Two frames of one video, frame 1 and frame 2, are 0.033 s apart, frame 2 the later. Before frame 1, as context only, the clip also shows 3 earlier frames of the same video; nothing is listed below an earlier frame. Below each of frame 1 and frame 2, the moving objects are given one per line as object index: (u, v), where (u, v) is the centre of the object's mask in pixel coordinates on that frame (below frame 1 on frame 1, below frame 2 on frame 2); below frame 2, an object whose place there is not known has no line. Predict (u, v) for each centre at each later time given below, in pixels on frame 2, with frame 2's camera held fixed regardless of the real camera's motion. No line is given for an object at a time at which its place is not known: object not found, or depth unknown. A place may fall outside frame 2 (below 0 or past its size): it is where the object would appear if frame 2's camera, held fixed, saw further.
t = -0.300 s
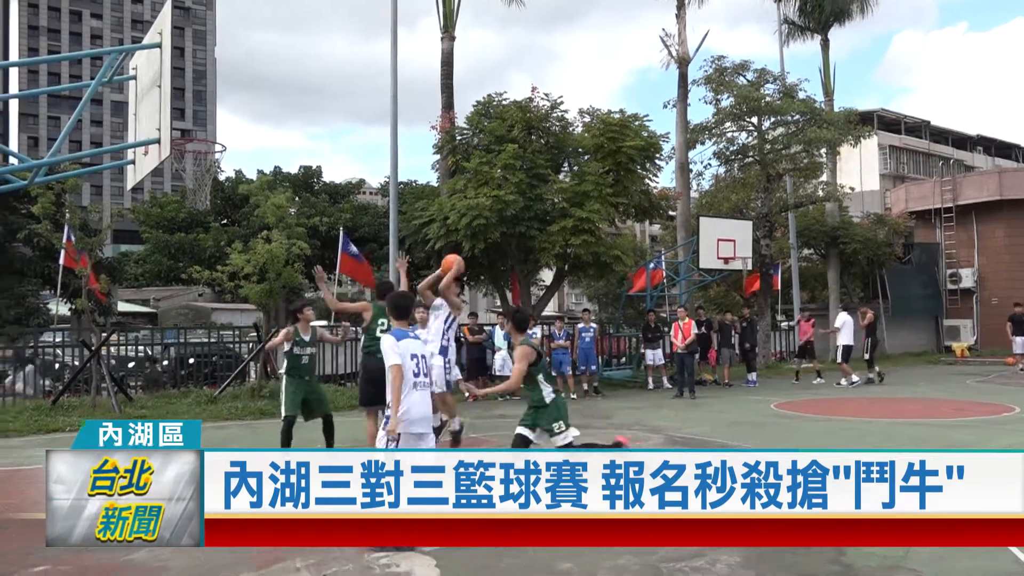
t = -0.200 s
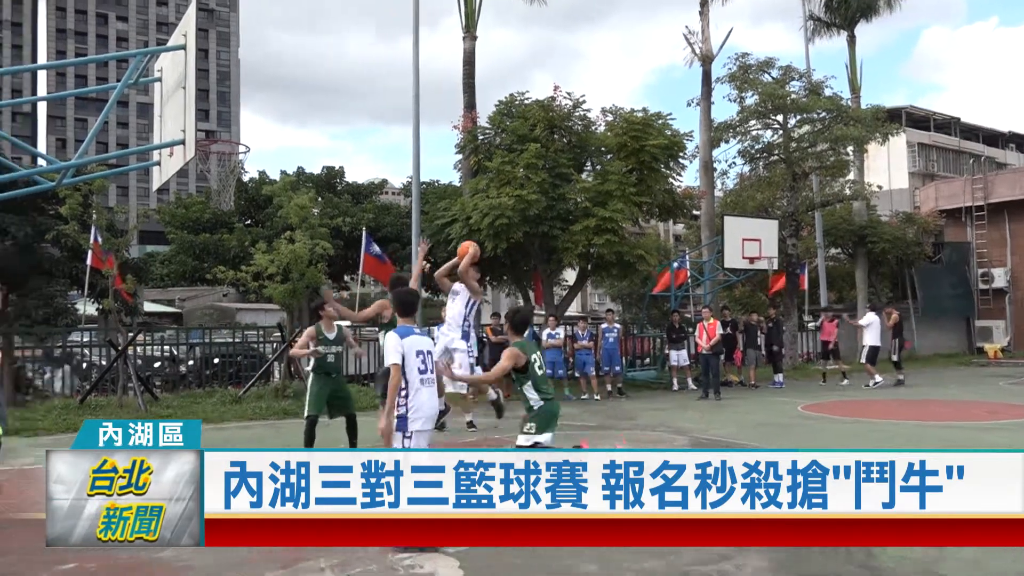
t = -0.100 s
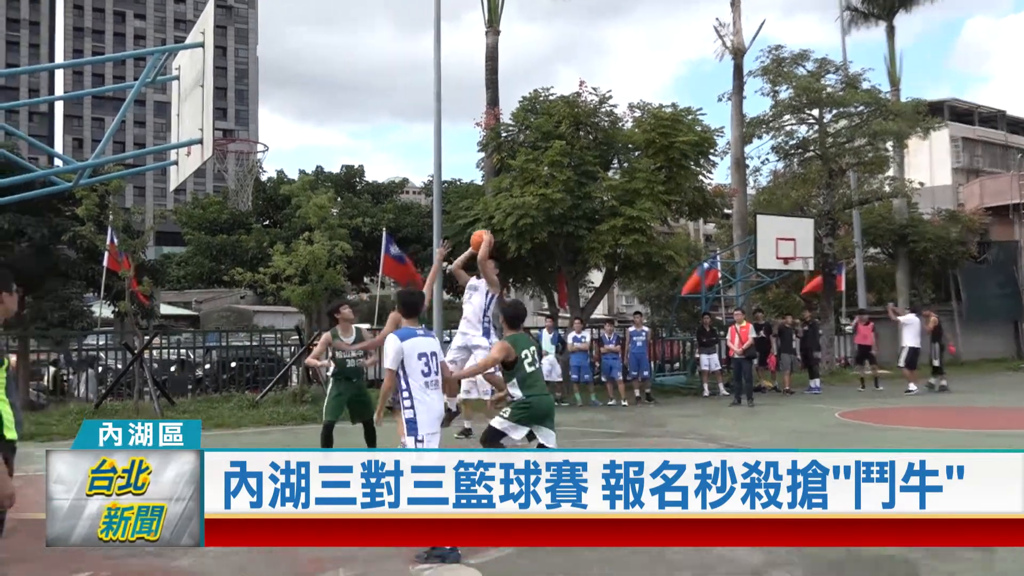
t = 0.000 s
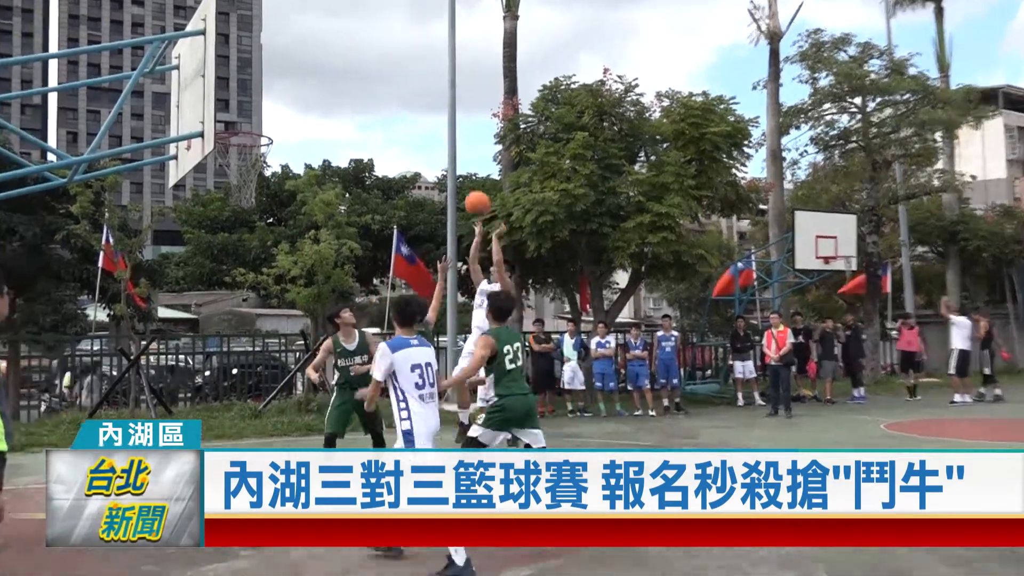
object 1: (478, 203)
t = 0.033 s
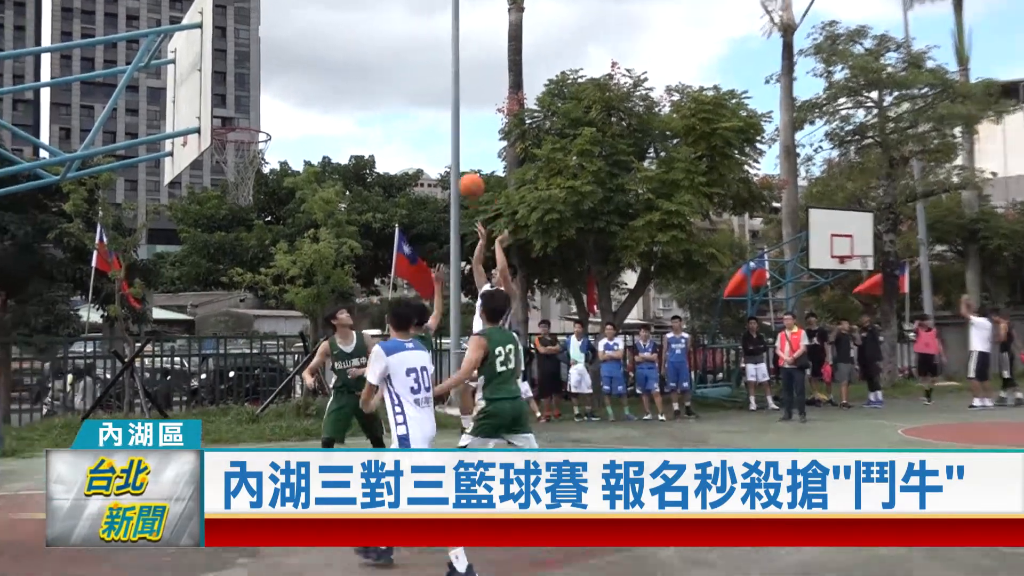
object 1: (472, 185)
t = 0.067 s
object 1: (461, 173)
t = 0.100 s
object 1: (451, 161)
